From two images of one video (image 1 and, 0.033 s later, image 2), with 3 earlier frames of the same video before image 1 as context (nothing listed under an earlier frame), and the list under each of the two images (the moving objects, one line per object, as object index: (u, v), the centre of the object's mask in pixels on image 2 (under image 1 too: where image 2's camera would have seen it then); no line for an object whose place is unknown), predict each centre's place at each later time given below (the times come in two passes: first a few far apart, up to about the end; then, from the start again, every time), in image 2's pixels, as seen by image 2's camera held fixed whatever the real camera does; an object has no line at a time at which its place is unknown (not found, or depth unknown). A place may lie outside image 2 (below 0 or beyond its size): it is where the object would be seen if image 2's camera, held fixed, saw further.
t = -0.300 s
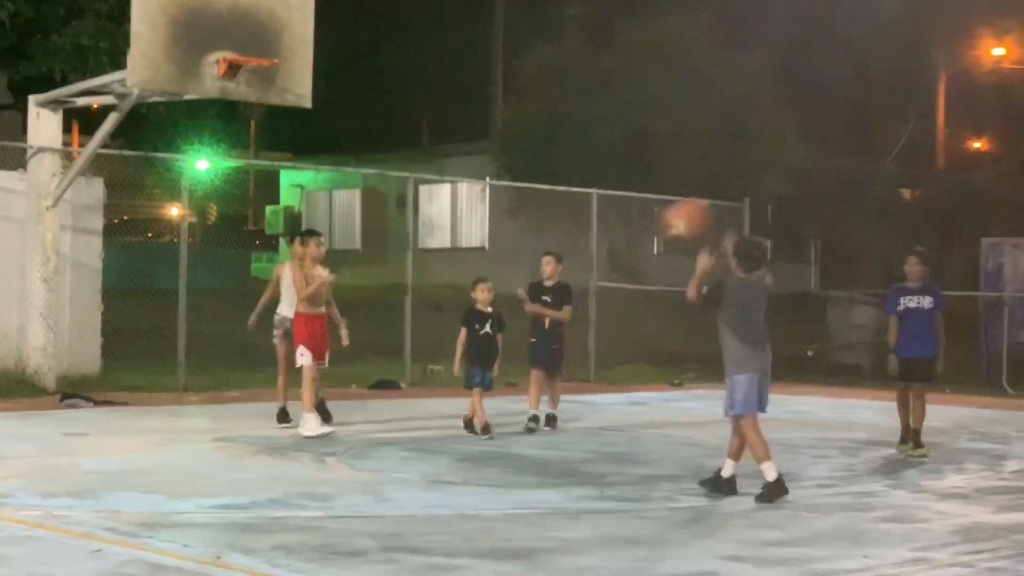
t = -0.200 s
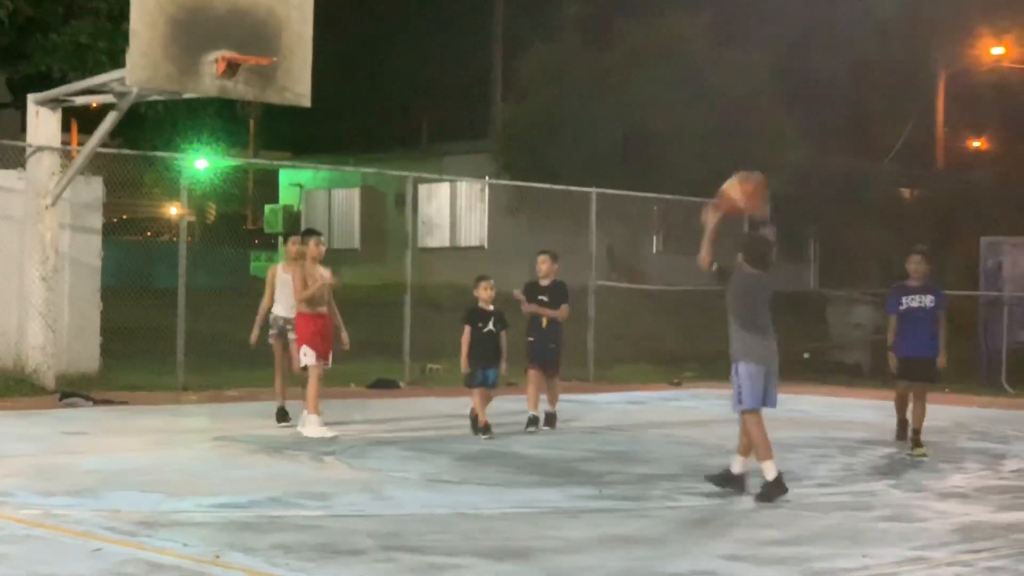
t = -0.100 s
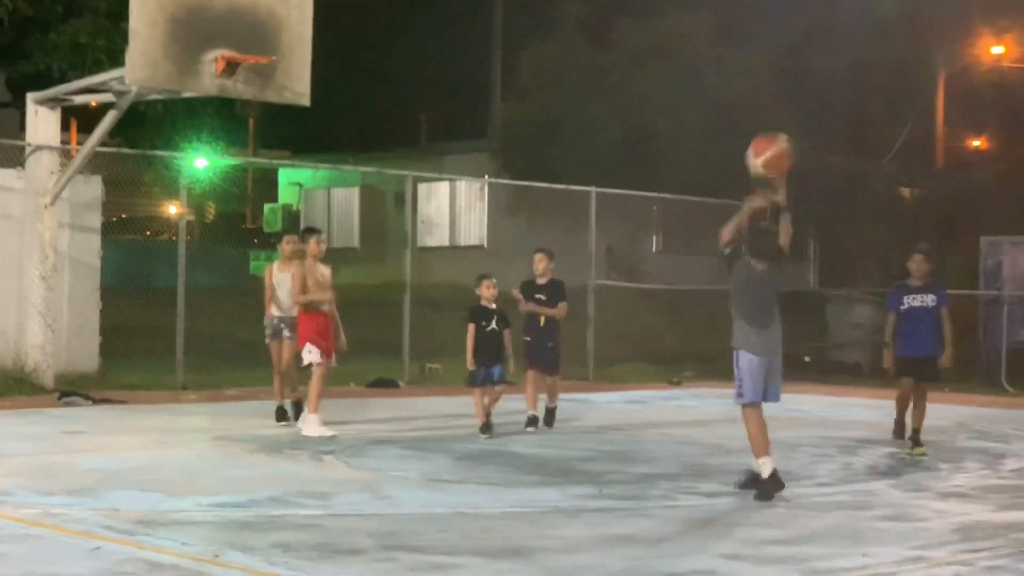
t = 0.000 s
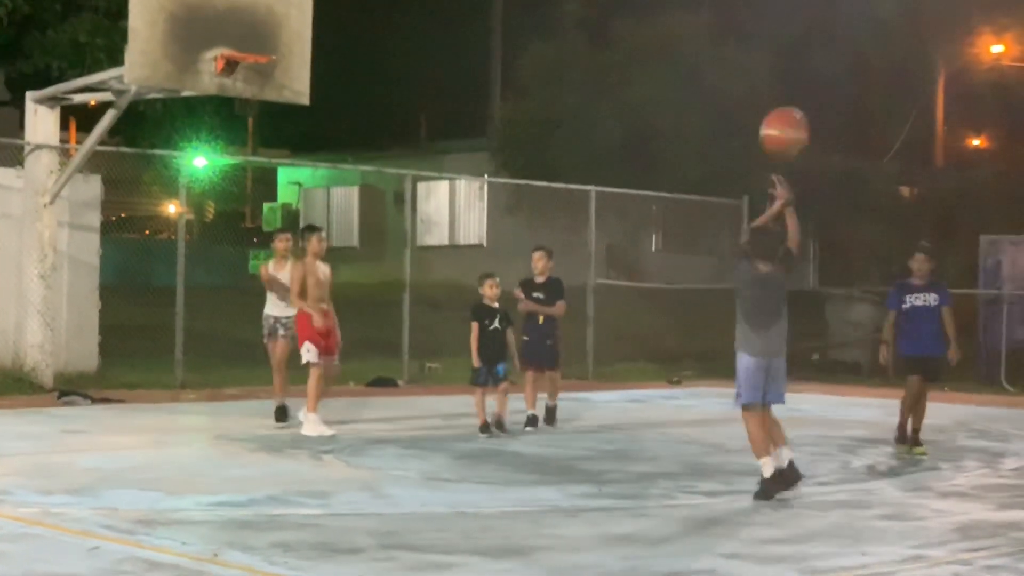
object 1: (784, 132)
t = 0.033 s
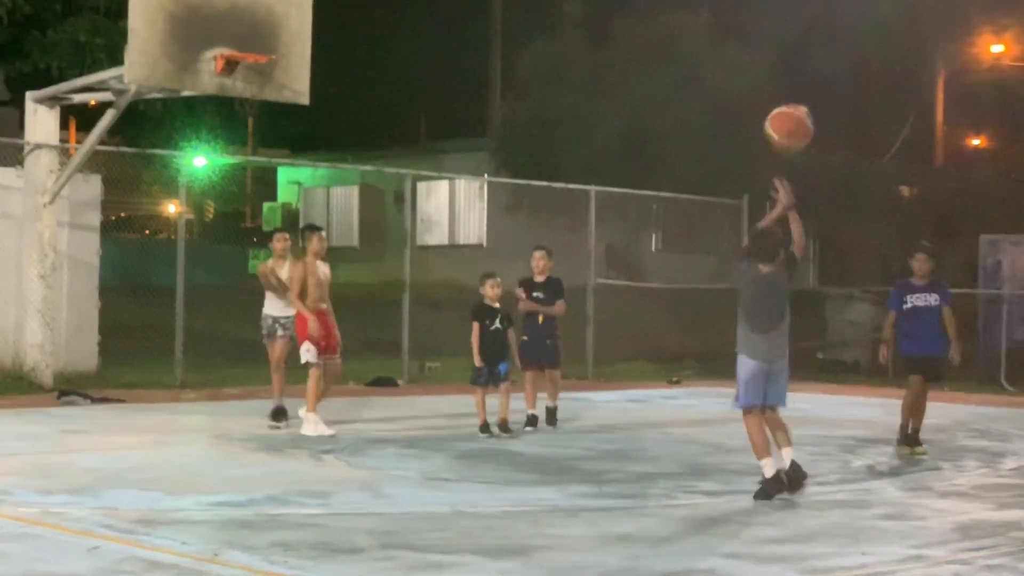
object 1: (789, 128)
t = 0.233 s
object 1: (822, 147)
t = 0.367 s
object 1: (846, 210)
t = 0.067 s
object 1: (795, 126)
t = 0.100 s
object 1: (799, 125)
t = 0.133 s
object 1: (805, 127)
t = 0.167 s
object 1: (811, 130)
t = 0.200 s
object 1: (816, 136)
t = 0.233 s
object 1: (822, 147)
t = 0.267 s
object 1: (827, 157)
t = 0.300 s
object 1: (833, 171)
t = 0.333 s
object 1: (838, 189)
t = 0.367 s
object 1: (846, 210)
